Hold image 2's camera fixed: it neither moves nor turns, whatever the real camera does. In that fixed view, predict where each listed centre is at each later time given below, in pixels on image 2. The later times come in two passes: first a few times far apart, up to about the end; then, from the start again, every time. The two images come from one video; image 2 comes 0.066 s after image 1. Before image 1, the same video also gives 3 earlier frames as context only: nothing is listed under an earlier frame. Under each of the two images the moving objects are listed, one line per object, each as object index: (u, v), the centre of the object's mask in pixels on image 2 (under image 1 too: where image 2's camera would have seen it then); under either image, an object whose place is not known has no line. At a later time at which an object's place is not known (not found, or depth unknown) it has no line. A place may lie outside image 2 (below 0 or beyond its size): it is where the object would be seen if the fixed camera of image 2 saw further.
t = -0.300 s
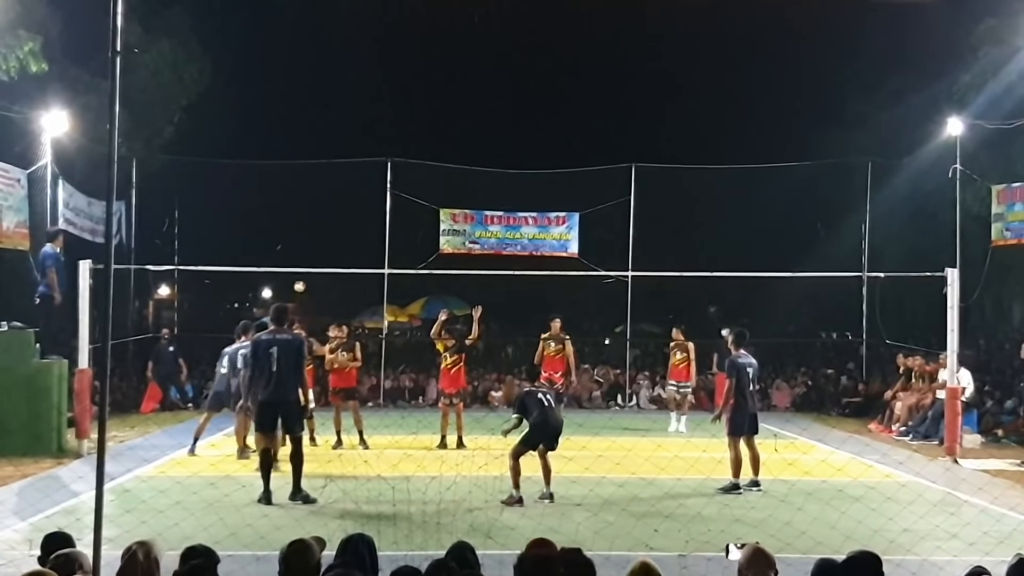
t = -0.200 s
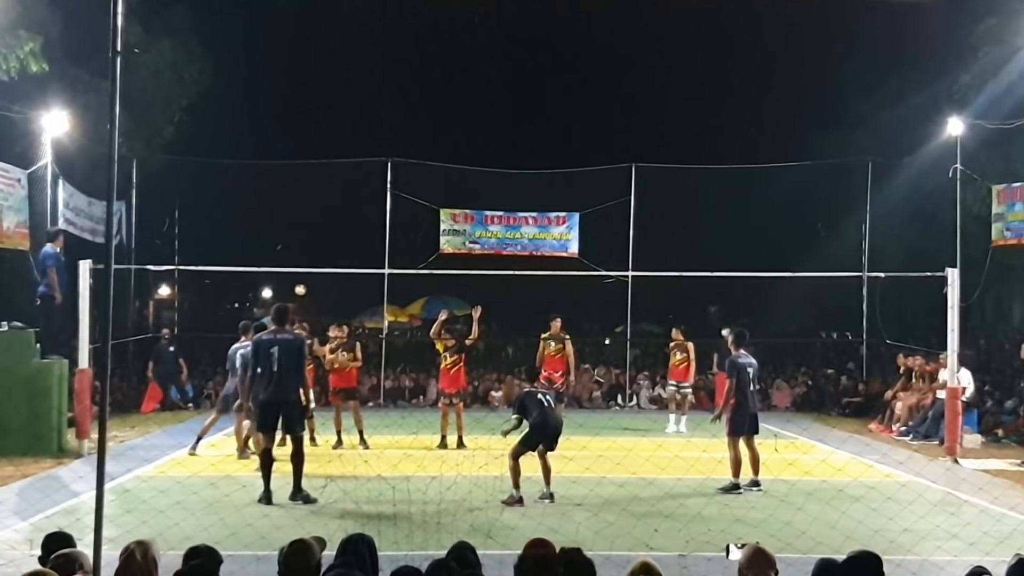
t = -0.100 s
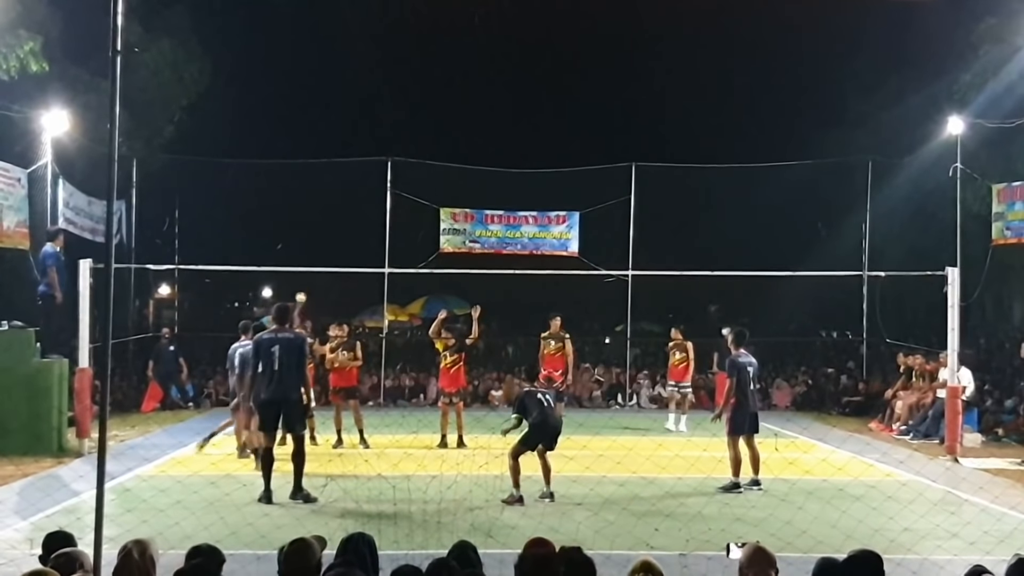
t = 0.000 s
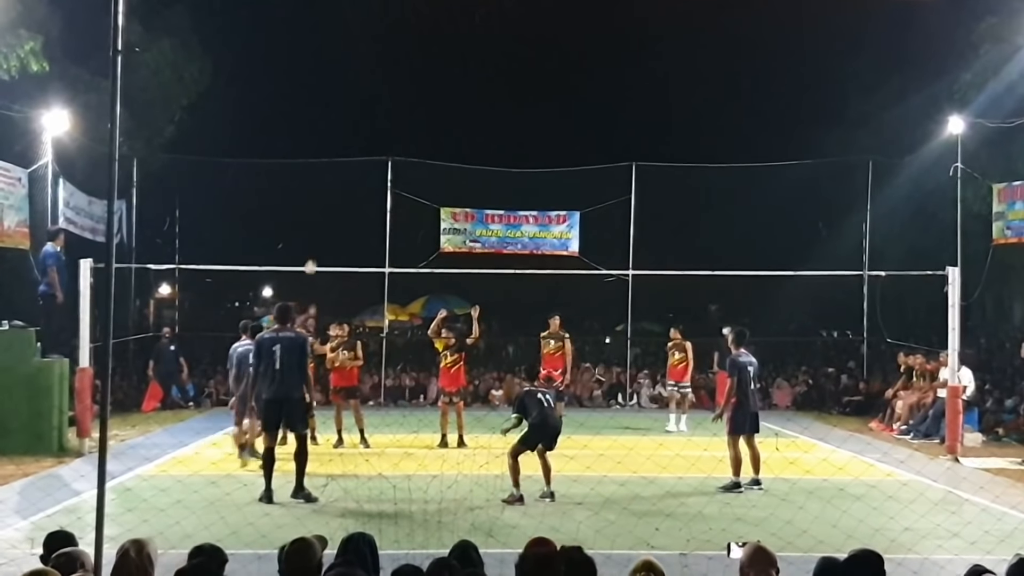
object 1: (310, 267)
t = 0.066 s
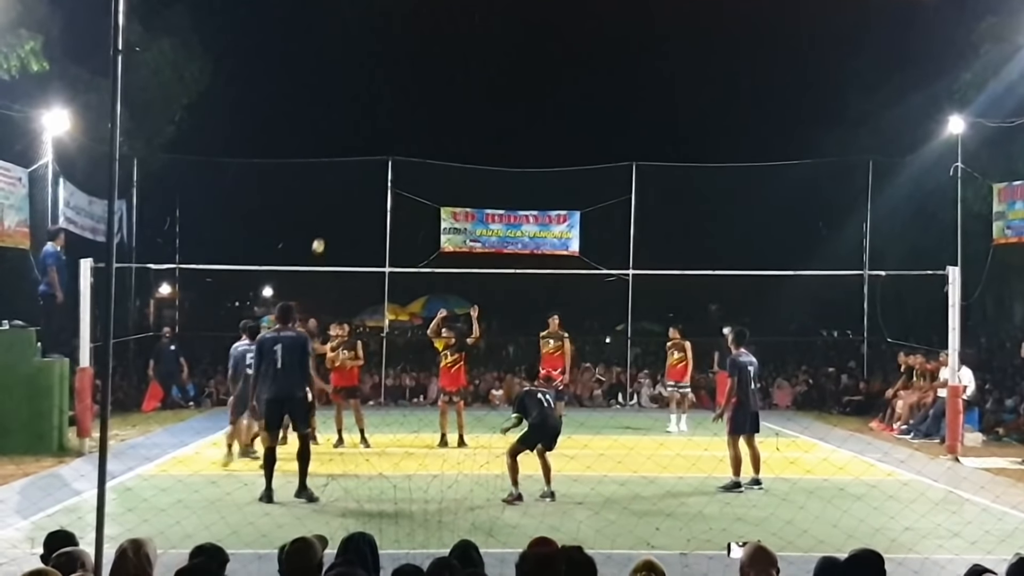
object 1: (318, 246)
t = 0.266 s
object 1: (342, 193)
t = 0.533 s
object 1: (378, 153)
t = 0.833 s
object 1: (426, 157)
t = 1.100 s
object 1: (479, 220)
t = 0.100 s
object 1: (322, 236)
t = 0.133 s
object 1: (326, 226)
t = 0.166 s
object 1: (330, 217)
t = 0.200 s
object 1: (334, 209)
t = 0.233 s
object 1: (338, 201)
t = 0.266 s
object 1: (342, 193)
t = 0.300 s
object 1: (346, 186)
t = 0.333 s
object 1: (350, 179)
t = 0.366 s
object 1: (354, 174)
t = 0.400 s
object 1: (359, 168)
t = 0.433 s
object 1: (364, 163)
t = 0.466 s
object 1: (368, 159)
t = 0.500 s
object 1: (373, 155)
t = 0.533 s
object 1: (378, 153)
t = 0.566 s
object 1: (383, 150)
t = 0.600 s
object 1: (388, 148)
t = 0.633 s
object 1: (393, 147)
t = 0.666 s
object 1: (399, 147)
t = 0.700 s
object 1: (403, 147)
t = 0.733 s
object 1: (409, 148)
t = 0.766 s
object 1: (415, 150)
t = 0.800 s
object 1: (420, 153)
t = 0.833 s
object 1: (426, 157)
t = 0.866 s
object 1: (432, 162)
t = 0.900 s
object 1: (438, 168)
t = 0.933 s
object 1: (445, 175)
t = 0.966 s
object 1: (451, 182)
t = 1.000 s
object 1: (458, 190)
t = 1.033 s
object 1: (465, 198)
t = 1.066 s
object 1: (472, 208)
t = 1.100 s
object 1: (479, 220)
